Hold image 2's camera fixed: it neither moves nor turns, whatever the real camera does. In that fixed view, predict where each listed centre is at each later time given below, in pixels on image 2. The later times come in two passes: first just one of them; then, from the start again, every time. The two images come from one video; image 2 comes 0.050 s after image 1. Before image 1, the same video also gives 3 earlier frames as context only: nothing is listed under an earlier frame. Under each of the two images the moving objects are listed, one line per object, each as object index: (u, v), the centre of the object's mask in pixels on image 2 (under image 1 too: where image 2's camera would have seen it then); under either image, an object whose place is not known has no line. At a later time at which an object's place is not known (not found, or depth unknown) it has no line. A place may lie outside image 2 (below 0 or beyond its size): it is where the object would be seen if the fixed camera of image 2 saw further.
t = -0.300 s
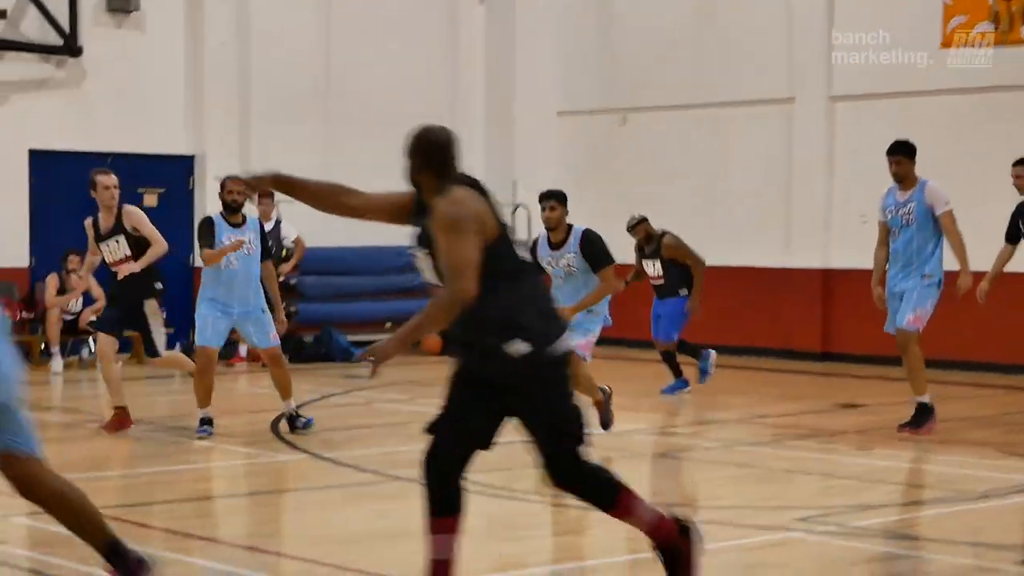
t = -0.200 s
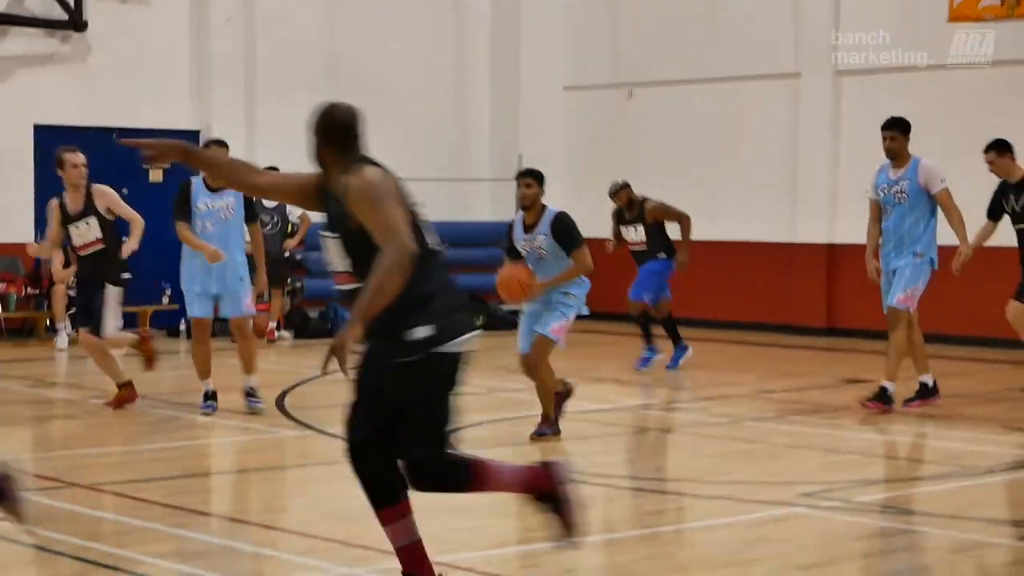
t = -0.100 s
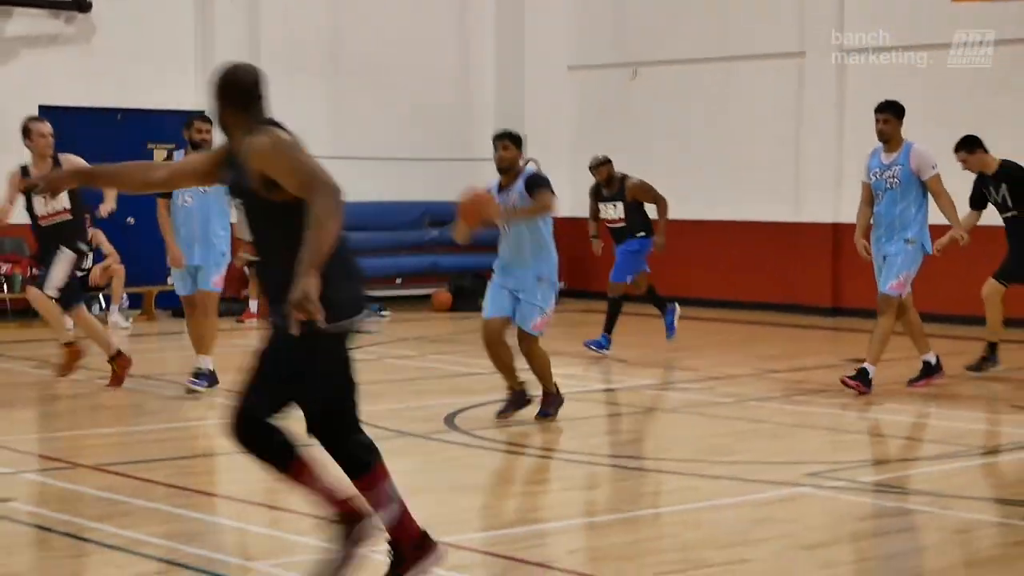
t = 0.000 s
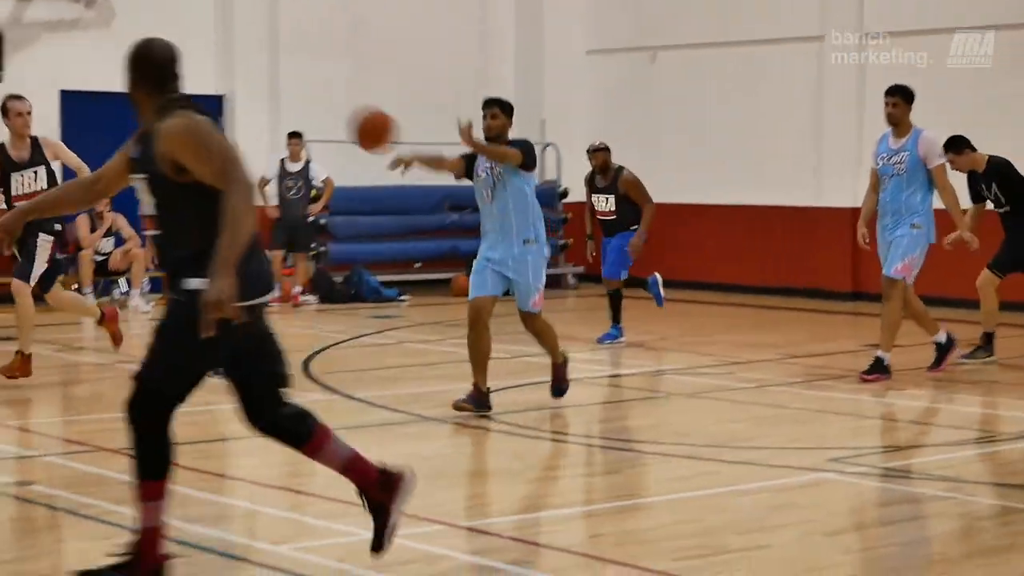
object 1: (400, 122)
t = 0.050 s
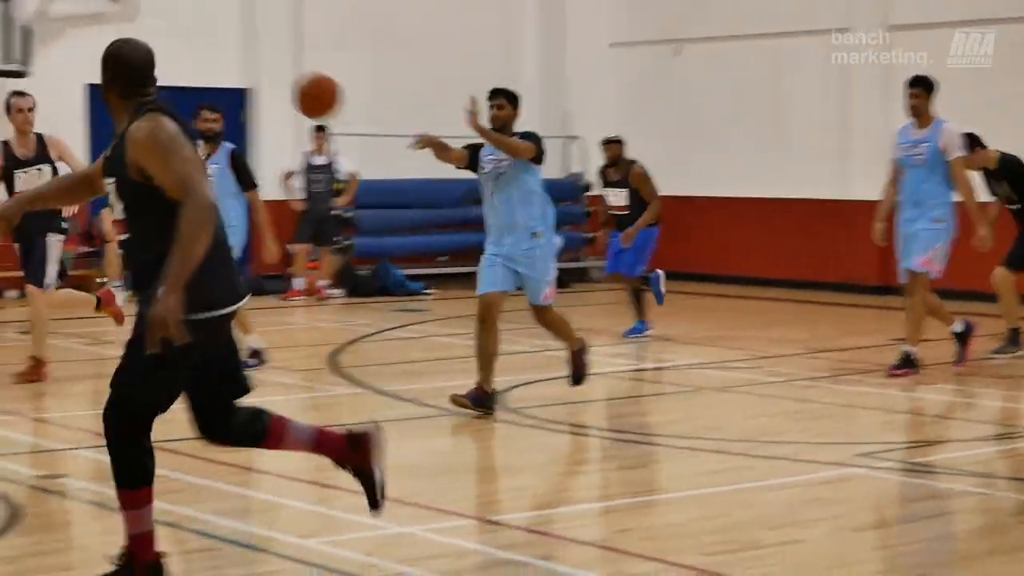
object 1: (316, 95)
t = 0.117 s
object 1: (197, 66)
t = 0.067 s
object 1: (288, 88)
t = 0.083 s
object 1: (258, 80)
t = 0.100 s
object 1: (228, 74)
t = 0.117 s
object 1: (197, 66)
